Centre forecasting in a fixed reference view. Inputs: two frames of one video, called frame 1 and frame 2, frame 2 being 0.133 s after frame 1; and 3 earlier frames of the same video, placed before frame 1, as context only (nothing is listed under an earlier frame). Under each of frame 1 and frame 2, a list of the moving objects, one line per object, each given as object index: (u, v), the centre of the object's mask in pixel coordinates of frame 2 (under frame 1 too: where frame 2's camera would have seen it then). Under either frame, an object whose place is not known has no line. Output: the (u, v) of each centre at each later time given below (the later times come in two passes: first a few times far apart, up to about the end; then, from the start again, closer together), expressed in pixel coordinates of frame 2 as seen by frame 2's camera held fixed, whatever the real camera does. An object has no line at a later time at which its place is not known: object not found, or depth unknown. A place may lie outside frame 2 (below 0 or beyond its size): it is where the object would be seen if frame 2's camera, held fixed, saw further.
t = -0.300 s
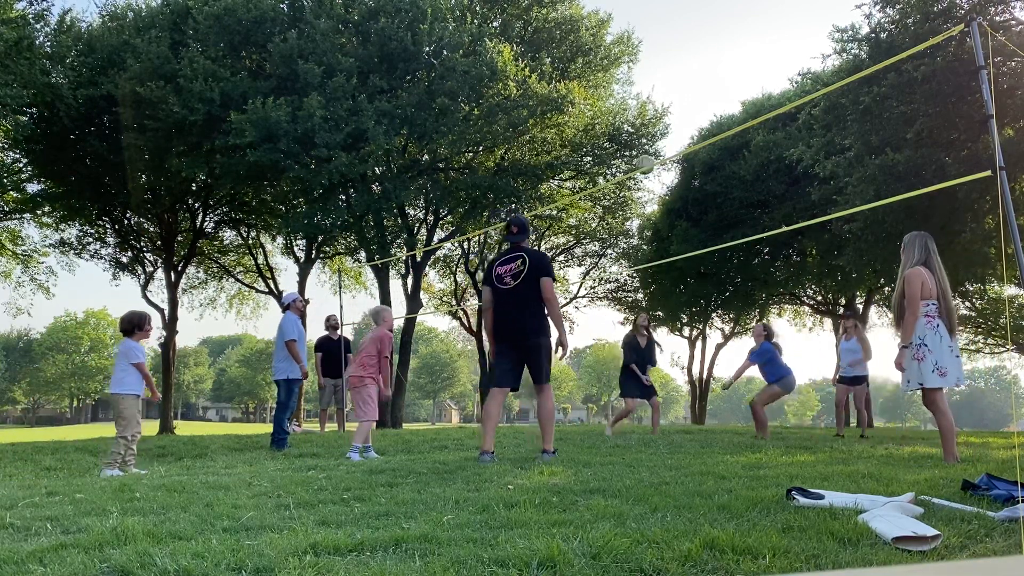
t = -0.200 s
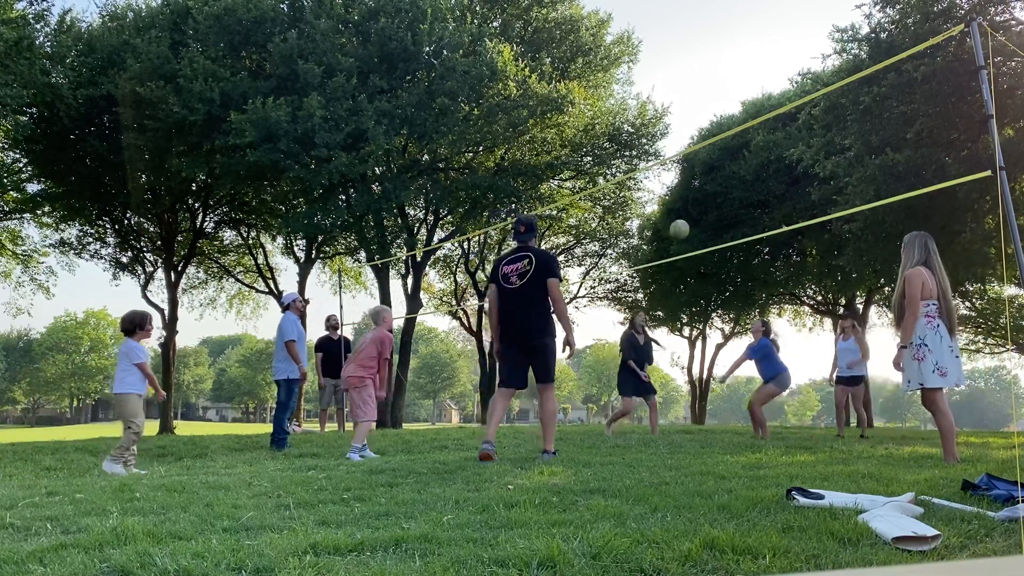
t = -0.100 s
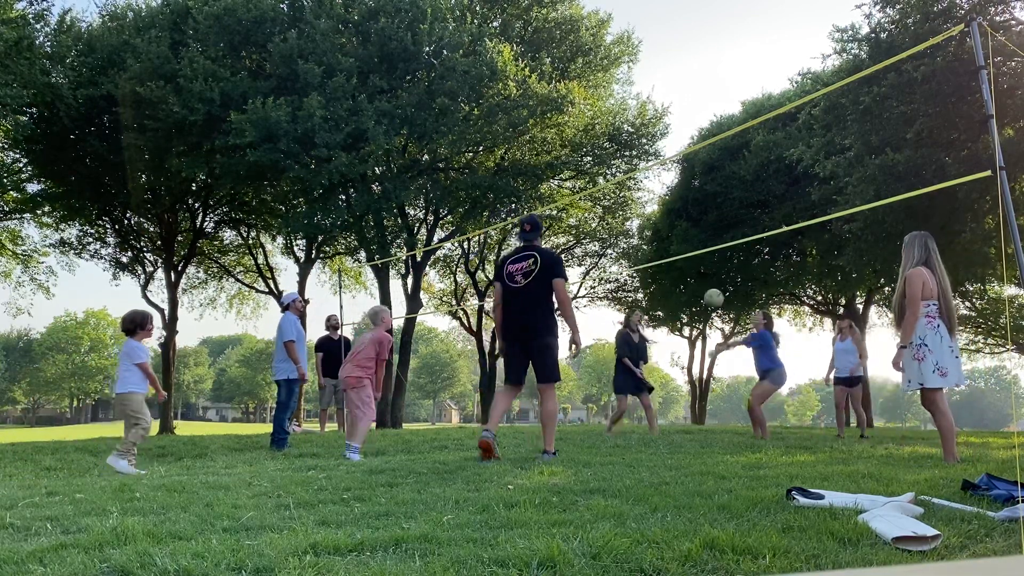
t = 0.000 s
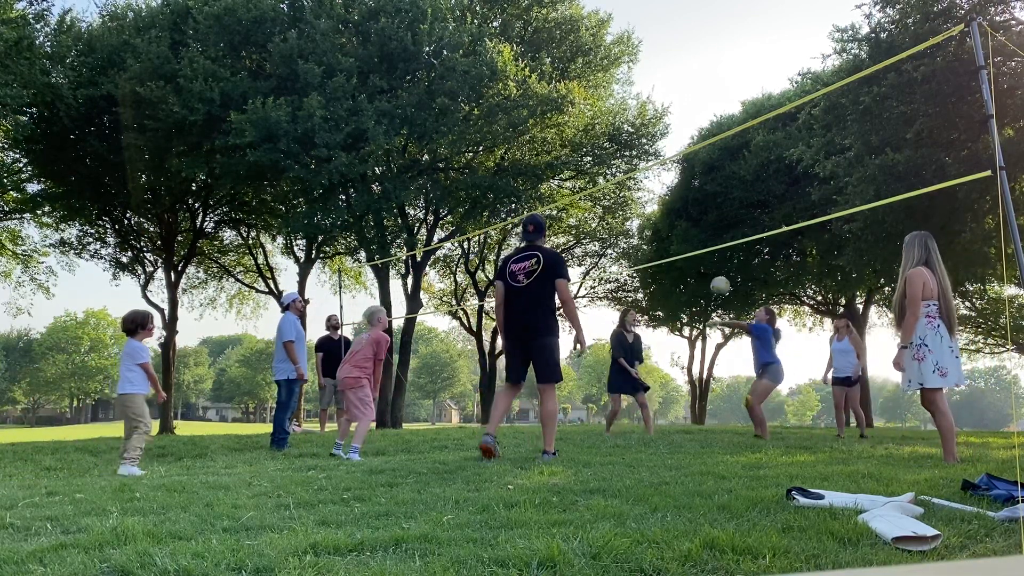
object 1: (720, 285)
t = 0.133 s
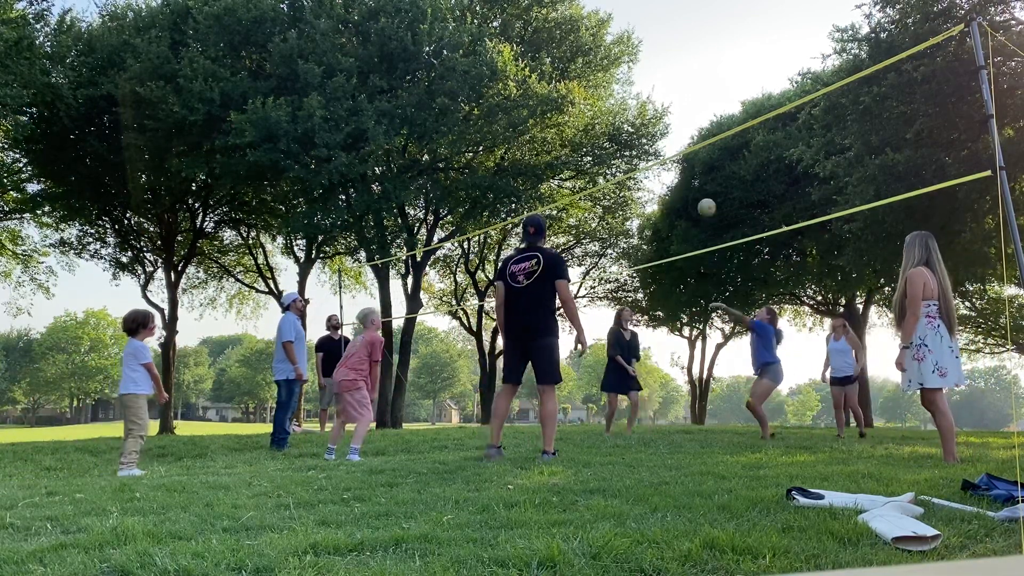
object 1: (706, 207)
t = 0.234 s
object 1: (698, 162)
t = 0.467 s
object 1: (680, 92)
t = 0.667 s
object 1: (668, 68)
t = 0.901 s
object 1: (656, 77)
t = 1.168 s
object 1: (644, 130)
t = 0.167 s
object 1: (703, 191)
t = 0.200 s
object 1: (701, 176)
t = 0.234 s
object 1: (698, 162)
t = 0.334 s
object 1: (690, 126)
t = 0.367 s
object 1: (687, 116)
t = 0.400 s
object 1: (685, 107)
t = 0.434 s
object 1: (683, 99)
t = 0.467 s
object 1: (680, 92)
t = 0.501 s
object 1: (678, 86)
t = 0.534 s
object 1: (676, 81)
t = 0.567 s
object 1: (674, 76)
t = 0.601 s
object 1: (672, 73)
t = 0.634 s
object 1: (670, 70)
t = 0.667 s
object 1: (668, 68)
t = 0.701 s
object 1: (666, 67)
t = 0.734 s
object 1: (664, 66)
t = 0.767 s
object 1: (662, 67)
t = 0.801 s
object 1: (661, 68)
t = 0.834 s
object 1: (659, 70)
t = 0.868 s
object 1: (658, 73)
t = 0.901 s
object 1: (656, 77)
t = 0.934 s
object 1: (654, 81)
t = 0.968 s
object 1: (653, 86)
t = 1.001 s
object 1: (651, 92)
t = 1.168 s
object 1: (644, 130)
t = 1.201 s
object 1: (642, 140)
